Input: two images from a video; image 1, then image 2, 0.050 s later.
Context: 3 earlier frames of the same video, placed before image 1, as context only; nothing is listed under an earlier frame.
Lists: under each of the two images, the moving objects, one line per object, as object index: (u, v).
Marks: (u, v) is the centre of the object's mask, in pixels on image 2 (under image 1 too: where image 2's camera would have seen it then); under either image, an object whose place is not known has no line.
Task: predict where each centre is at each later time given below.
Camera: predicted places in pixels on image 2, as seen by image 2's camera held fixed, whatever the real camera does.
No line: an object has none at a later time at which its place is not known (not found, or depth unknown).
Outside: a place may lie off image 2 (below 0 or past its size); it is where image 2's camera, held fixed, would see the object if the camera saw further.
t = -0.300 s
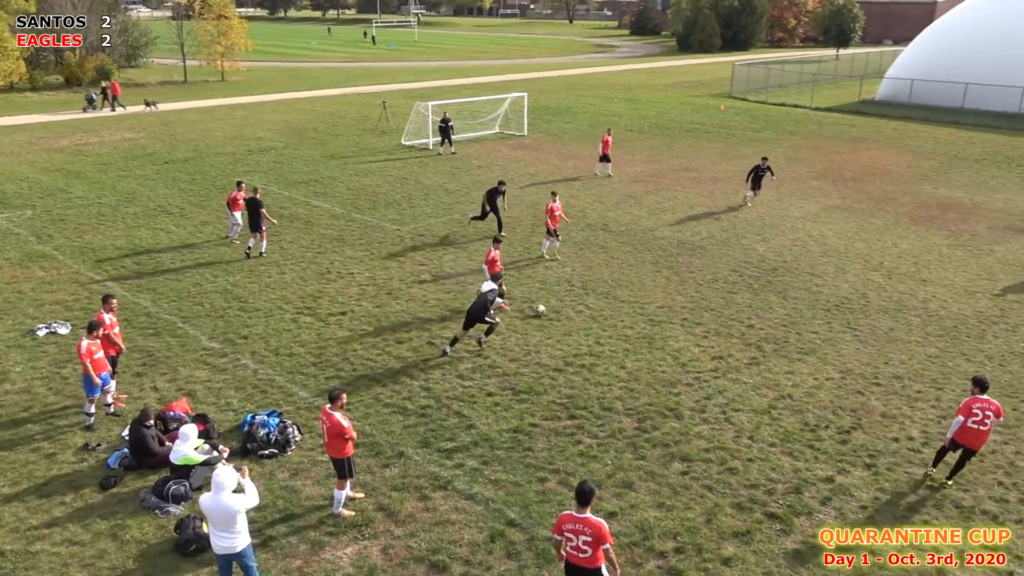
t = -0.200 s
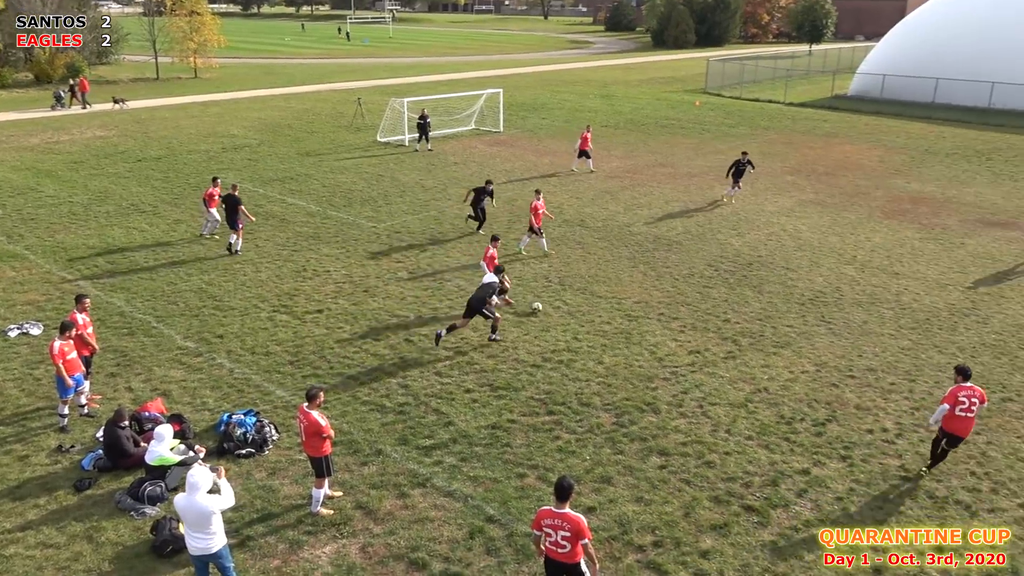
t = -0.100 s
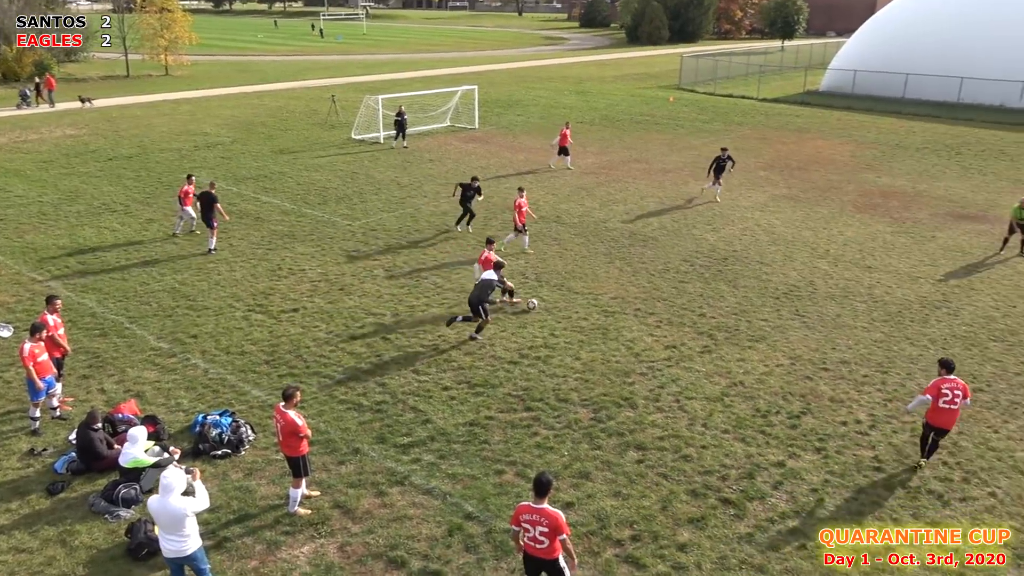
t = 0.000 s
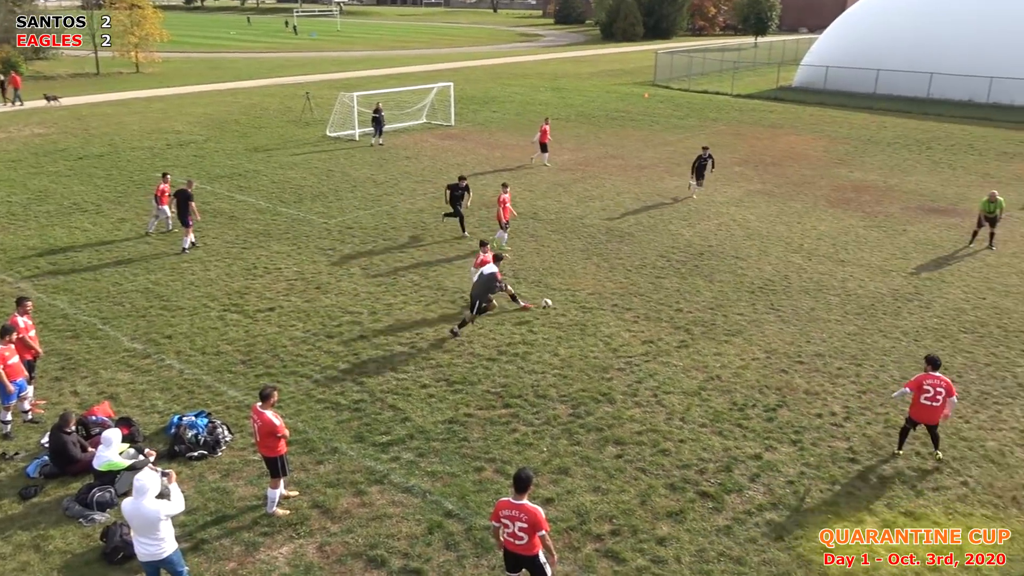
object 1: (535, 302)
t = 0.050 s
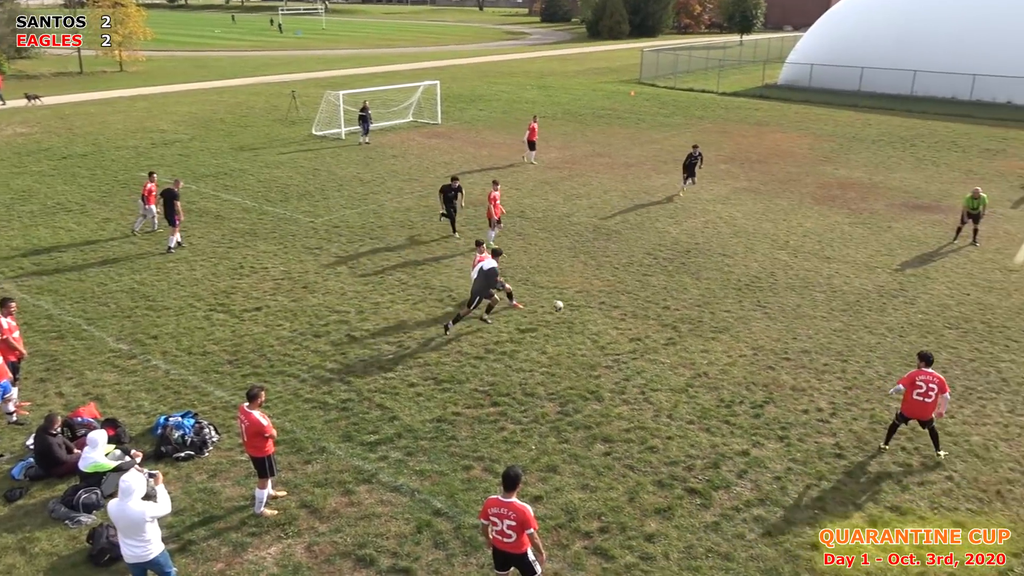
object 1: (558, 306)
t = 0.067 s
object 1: (565, 308)
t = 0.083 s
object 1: (573, 310)
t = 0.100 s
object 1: (582, 311)
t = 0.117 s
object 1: (591, 313)
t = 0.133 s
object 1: (598, 315)
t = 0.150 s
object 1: (606, 318)
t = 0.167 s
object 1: (615, 320)
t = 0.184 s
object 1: (624, 323)
